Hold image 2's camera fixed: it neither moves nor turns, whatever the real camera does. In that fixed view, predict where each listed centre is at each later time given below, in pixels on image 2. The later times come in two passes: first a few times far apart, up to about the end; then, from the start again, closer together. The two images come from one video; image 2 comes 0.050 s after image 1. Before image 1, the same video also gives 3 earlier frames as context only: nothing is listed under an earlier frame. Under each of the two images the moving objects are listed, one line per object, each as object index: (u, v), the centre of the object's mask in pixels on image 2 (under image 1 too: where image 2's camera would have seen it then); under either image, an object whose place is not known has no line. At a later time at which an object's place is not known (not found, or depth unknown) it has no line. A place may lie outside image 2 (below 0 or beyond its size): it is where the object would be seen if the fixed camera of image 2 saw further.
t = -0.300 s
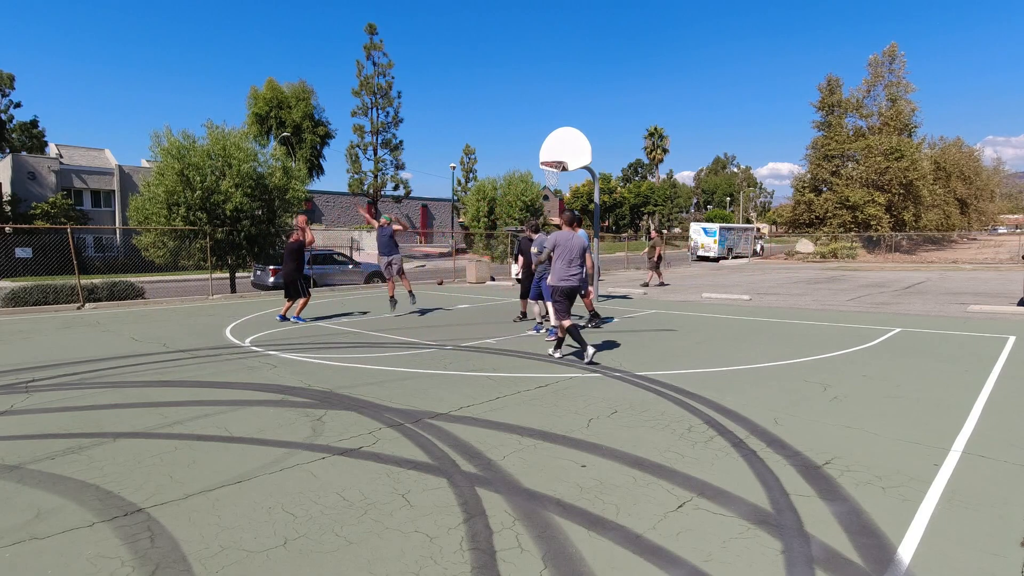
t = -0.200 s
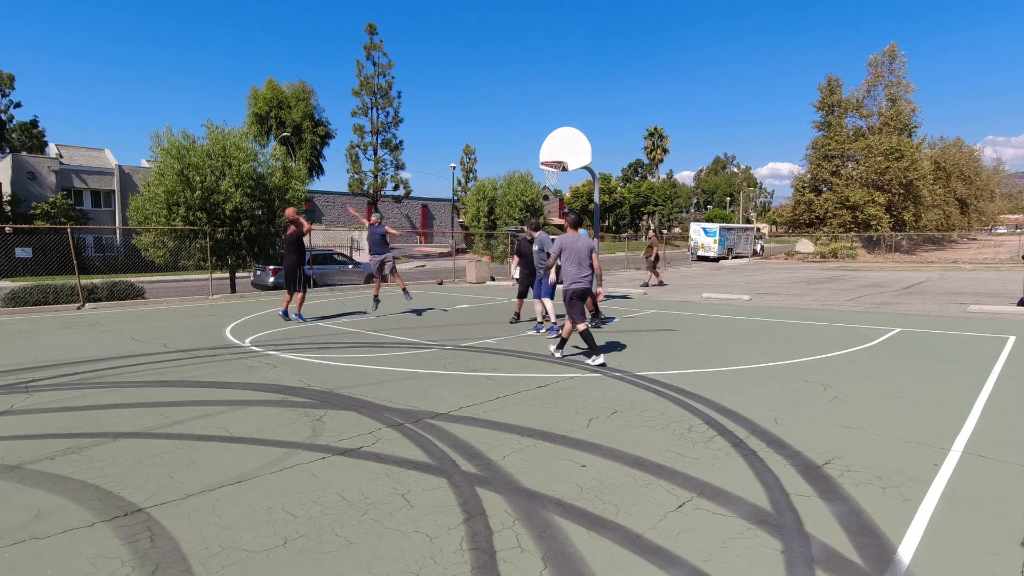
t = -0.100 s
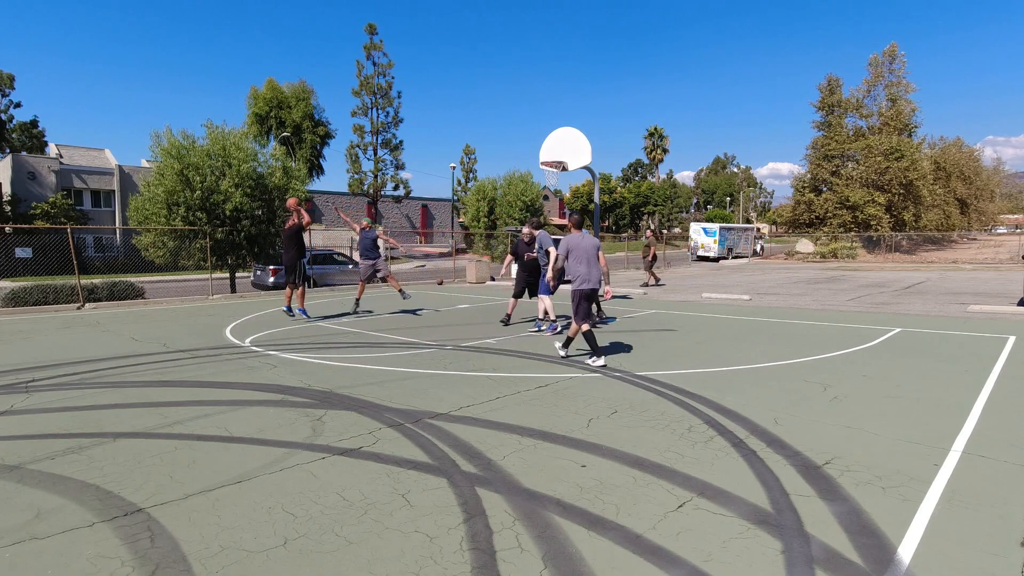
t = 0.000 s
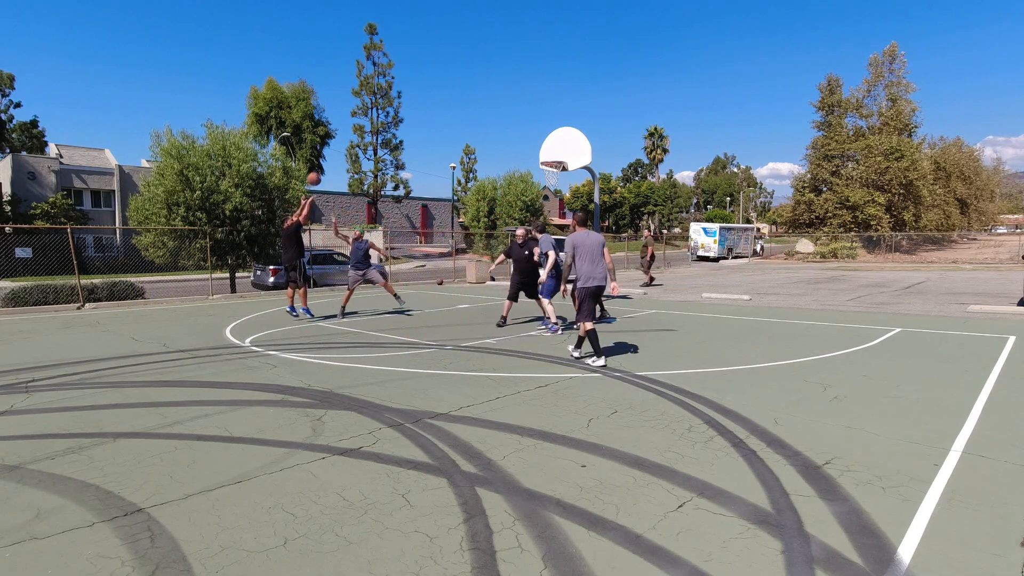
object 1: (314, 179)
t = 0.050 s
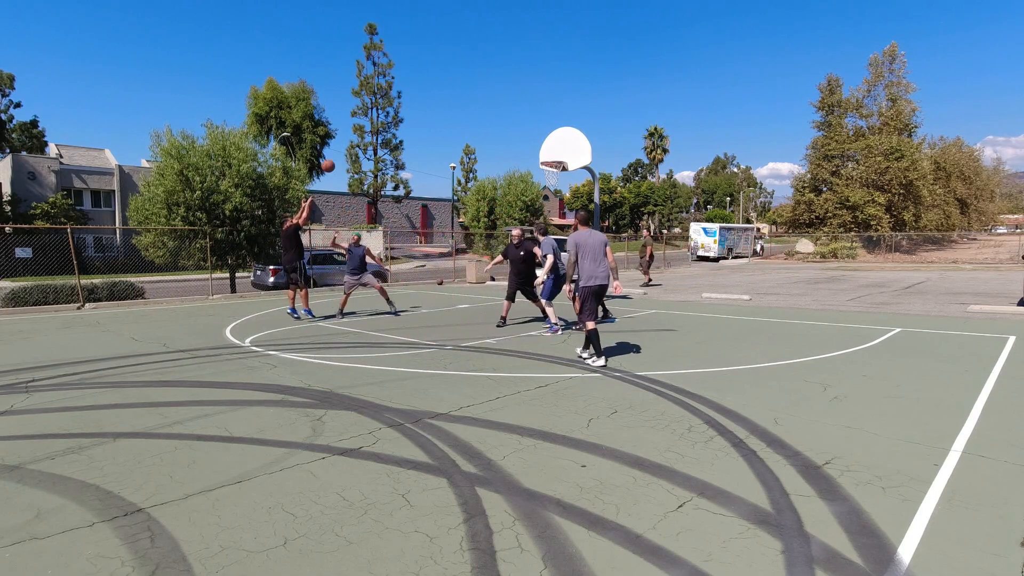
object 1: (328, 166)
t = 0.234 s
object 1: (378, 129)
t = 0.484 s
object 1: (441, 113)
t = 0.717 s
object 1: (497, 126)
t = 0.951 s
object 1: (545, 153)
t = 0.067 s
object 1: (333, 161)
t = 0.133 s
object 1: (351, 147)
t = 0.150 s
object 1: (355, 143)
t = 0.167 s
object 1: (359, 141)
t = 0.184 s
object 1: (364, 138)
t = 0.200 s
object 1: (369, 134)
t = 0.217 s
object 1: (373, 132)
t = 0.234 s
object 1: (378, 129)
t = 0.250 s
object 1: (381, 128)
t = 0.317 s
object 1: (399, 120)
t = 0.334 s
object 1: (404, 119)
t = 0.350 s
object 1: (408, 118)
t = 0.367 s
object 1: (412, 116)
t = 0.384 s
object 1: (416, 115)
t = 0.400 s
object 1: (421, 115)
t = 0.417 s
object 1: (425, 113)
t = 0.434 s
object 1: (429, 113)
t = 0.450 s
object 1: (433, 113)
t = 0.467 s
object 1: (437, 113)
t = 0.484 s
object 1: (441, 113)
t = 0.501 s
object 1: (446, 113)
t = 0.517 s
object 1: (450, 113)
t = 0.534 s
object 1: (454, 113)
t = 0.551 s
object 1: (458, 113)
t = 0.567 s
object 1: (462, 114)
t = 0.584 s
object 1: (466, 115)
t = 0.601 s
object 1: (470, 116)
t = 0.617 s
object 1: (474, 116)
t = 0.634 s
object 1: (478, 118)
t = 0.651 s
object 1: (482, 119)
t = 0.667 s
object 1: (486, 120)
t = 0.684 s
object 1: (489, 122)
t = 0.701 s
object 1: (493, 124)
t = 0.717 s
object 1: (497, 126)
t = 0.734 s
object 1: (501, 127)
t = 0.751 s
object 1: (505, 129)
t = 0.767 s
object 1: (508, 132)
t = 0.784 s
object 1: (512, 134)
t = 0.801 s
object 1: (516, 137)
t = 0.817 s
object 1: (520, 139)
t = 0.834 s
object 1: (523, 142)
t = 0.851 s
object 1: (527, 145)
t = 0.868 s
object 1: (530, 148)
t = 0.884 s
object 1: (534, 151)
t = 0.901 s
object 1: (538, 154)
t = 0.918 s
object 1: (541, 157)
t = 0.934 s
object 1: (543, 156)
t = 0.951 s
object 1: (545, 153)
